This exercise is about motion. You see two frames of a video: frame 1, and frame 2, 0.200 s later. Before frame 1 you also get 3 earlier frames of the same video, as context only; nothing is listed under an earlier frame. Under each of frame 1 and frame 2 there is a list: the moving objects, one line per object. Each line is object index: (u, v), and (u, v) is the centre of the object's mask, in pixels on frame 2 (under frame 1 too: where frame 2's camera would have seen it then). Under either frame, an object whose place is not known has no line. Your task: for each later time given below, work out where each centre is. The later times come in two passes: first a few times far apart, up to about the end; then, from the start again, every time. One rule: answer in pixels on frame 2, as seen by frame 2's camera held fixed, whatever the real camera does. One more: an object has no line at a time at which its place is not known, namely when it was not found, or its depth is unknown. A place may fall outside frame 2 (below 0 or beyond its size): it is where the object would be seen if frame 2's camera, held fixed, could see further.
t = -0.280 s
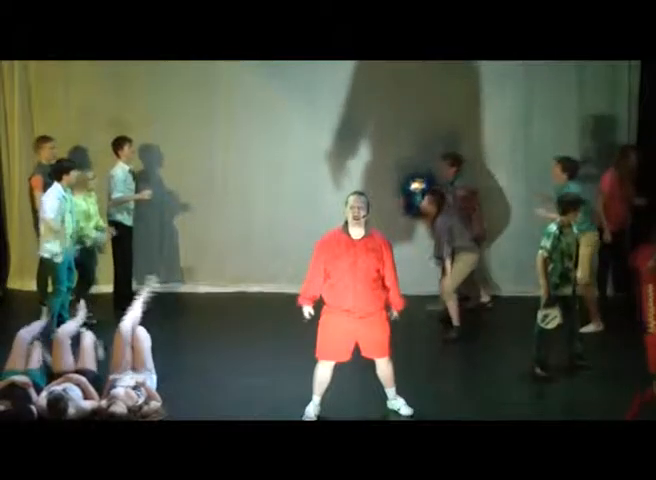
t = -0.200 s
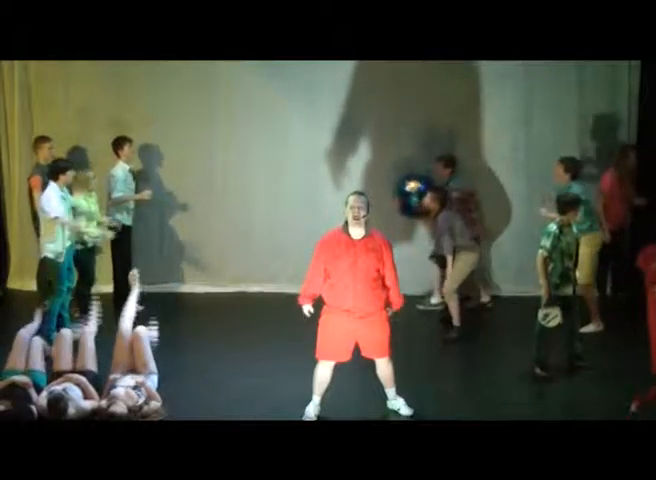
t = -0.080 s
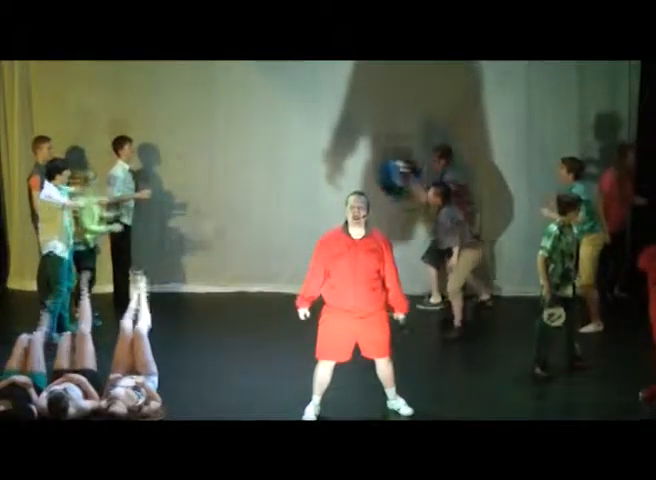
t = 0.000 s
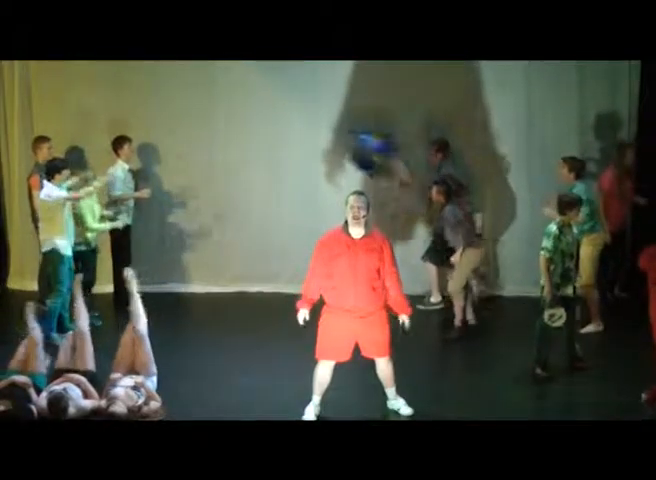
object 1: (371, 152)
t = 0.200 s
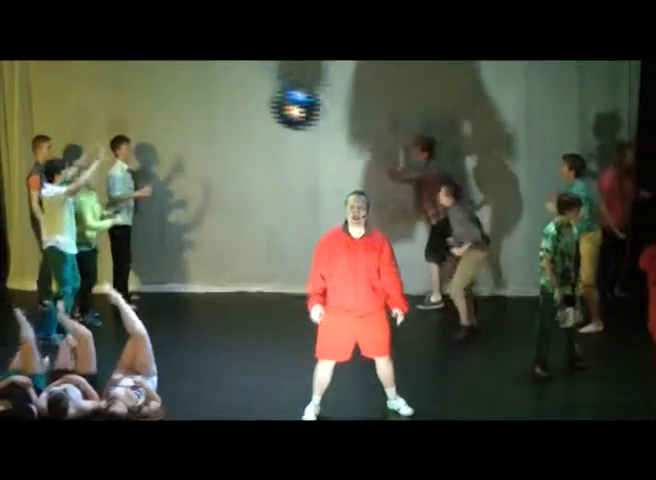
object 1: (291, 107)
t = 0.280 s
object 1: (265, 97)
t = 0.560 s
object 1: (165, 97)
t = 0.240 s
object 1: (279, 102)
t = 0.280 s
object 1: (265, 97)
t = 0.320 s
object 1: (250, 94)
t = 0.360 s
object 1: (236, 90)
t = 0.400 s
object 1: (222, 89)
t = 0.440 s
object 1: (207, 90)
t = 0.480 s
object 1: (194, 91)
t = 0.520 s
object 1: (180, 93)
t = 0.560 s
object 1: (165, 97)
